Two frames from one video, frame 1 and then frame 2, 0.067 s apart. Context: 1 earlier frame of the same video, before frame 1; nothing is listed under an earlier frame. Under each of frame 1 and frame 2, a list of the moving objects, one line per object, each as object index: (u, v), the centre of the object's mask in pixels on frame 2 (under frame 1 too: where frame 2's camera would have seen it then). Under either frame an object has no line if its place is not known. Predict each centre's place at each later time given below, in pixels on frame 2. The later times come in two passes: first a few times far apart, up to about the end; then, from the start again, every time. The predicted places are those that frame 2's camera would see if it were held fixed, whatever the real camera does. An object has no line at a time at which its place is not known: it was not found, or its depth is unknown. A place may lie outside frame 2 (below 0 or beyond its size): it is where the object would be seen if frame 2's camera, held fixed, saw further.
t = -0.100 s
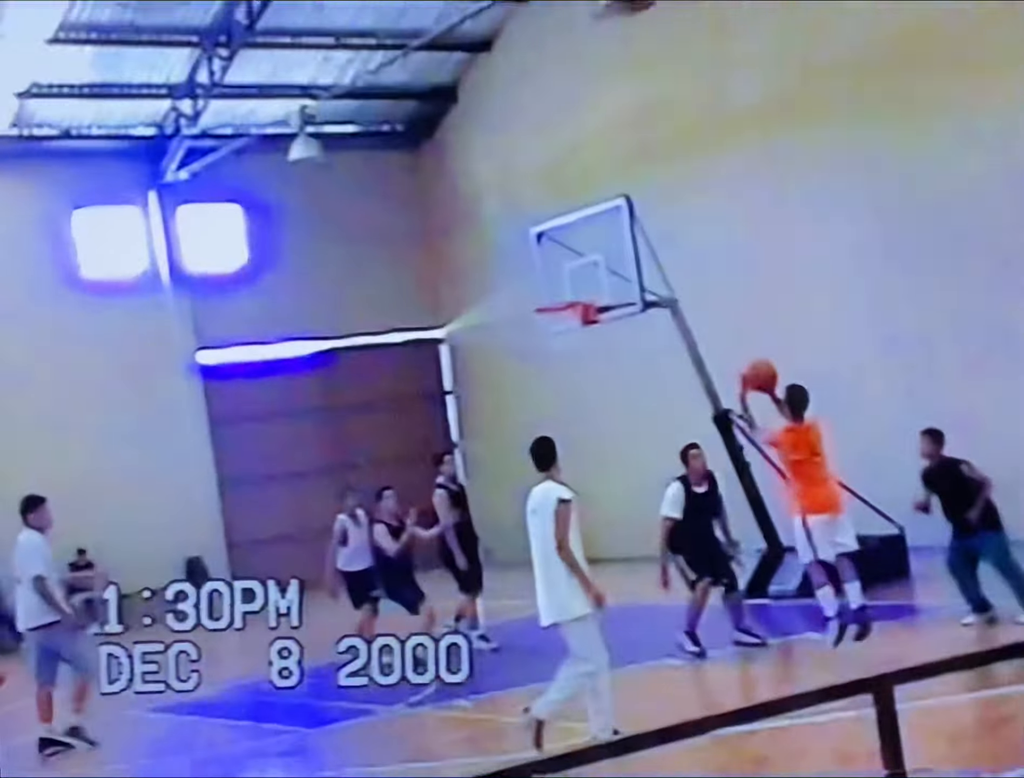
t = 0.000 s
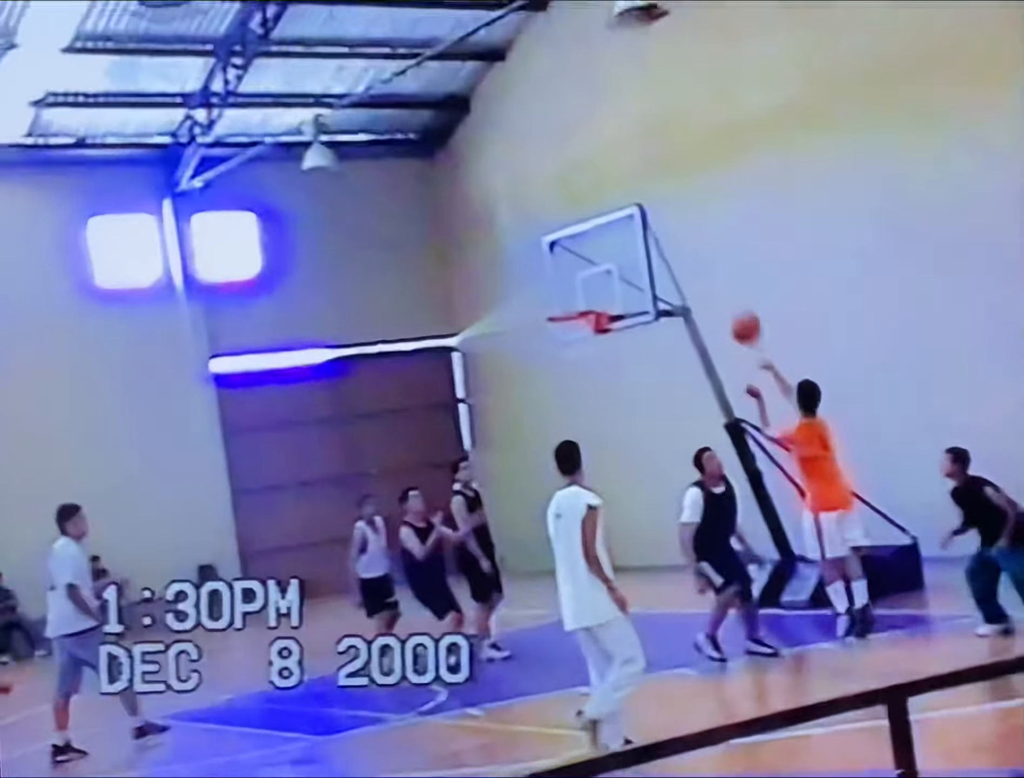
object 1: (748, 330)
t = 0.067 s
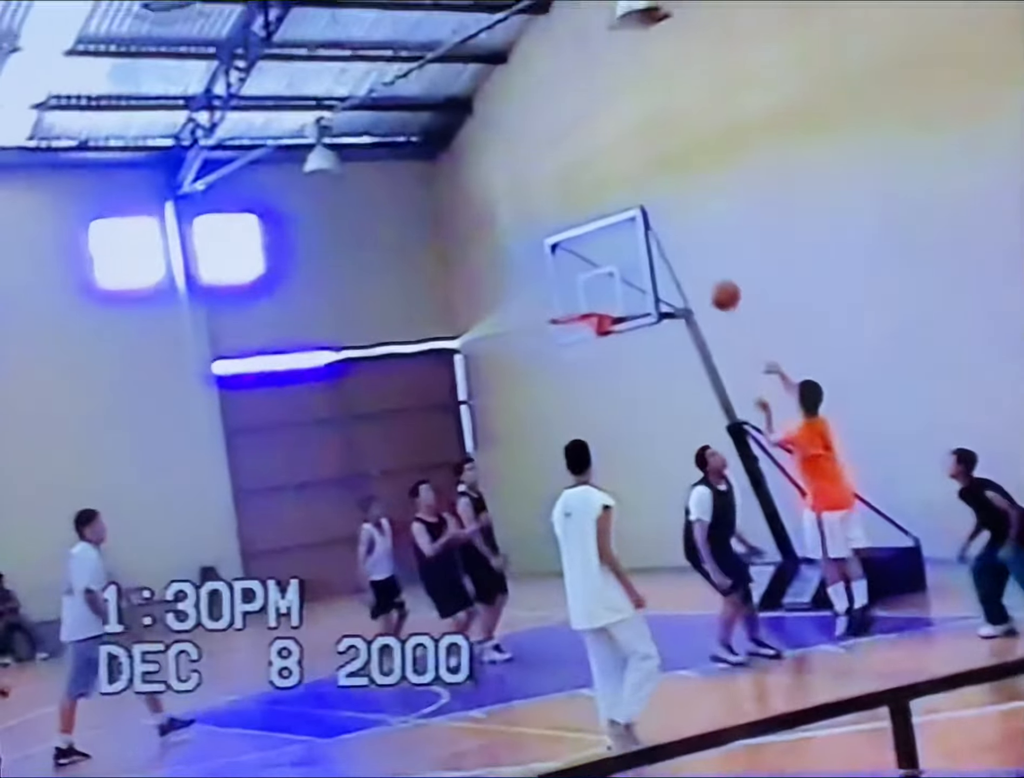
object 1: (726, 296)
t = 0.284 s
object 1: (666, 233)
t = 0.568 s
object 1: (610, 244)
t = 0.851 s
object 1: (563, 315)
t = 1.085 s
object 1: (527, 368)
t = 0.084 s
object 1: (720, 289)
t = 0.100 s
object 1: (715, 282)
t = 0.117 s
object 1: (710, 275)
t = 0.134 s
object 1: (705, 269)
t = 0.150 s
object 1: (701, 263)
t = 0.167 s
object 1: (696, 258)
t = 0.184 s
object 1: (691, 254)
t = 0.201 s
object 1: (687, 249)
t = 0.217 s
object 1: (682, 246)
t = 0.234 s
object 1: (678, 242)
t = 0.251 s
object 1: (674, 239)
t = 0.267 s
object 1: (670, 236)
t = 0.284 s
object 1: (666, 233)
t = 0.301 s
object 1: (662, 231)
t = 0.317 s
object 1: (658, 230)
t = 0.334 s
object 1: (654, 228)
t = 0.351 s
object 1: (651, 227)
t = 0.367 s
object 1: (647, 227)
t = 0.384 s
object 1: (644, 227)
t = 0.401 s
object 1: (641, 227)
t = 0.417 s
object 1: (638, 226)
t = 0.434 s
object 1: (636, 225)
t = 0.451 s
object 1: (631, 229)
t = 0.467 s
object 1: (626, 230)
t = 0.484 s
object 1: (624, 231)
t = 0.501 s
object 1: (621, 233)
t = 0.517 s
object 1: (618, 235)
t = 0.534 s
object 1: (615, 238)
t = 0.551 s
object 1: (613, 241)
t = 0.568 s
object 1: (610, 244)
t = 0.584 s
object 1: (607, 247)
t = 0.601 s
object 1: (605, 251)
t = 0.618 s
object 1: (602, 254)
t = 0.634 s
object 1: (600, 259)
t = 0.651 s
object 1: (598, 263)
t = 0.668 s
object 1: (596, 268)
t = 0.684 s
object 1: (593, 273)
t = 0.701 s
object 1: (591, 279)
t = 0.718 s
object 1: (589, 284)
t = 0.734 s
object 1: (587, 289)
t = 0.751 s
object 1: (584, 293)
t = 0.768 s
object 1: (581, 298)
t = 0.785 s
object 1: (577, 302)
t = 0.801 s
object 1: (573, 307)
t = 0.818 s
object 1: (569, 311)
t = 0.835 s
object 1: (566, 313)
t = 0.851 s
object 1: (563, 315)
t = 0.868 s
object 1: (561, 317)
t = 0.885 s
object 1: (560, 319)
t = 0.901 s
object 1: (556, 320)
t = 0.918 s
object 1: (549, 326)
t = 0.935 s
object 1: (546, 330)
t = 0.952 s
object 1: (544, 333)
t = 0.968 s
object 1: (542, 336)
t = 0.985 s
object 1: (541, 339)
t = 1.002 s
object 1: (538, 343)
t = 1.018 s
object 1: (536, 348)
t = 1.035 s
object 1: (534, 354)
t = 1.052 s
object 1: (531, 358)
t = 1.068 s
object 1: (529, 363)
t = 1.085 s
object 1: (527, 368)
